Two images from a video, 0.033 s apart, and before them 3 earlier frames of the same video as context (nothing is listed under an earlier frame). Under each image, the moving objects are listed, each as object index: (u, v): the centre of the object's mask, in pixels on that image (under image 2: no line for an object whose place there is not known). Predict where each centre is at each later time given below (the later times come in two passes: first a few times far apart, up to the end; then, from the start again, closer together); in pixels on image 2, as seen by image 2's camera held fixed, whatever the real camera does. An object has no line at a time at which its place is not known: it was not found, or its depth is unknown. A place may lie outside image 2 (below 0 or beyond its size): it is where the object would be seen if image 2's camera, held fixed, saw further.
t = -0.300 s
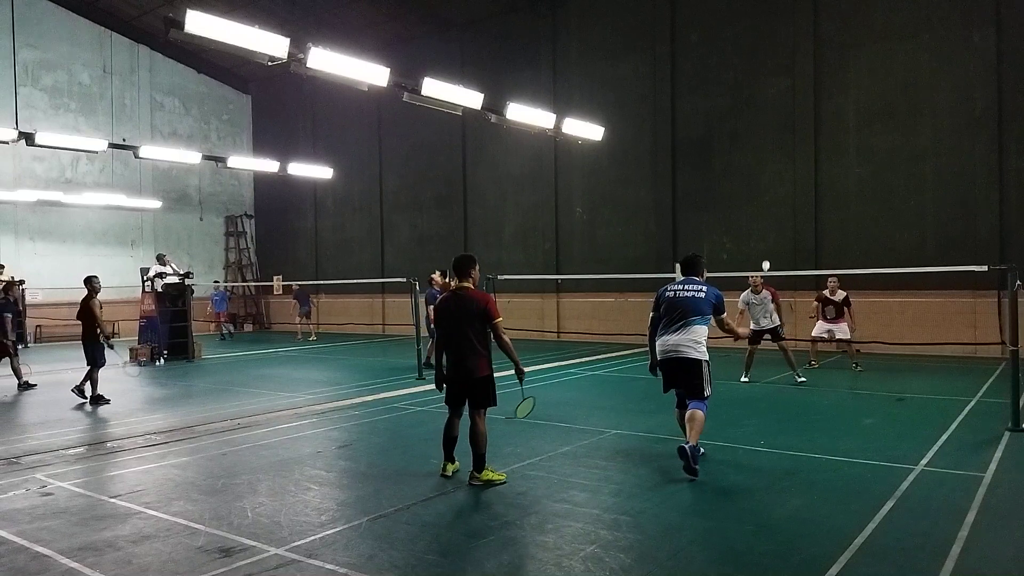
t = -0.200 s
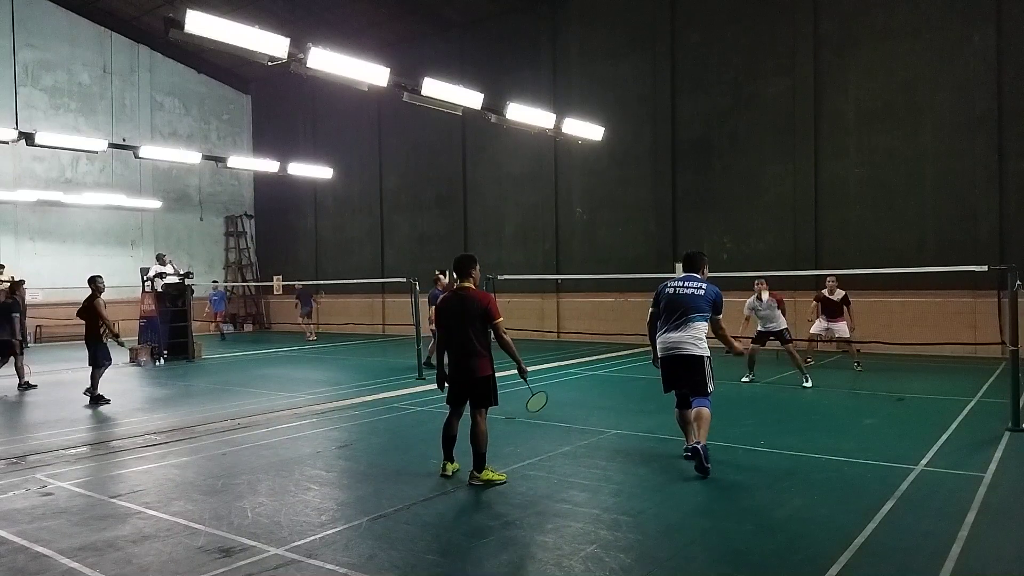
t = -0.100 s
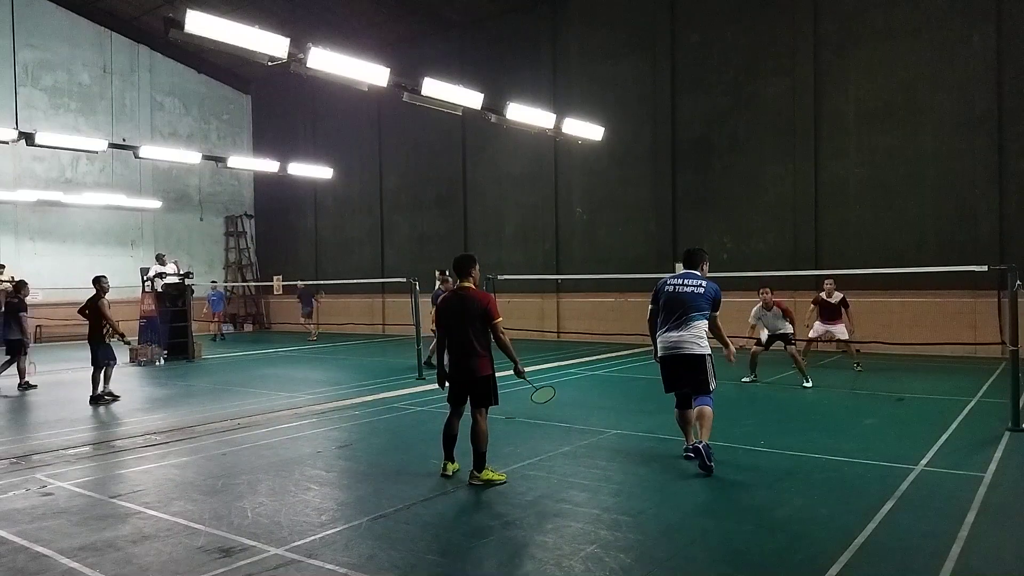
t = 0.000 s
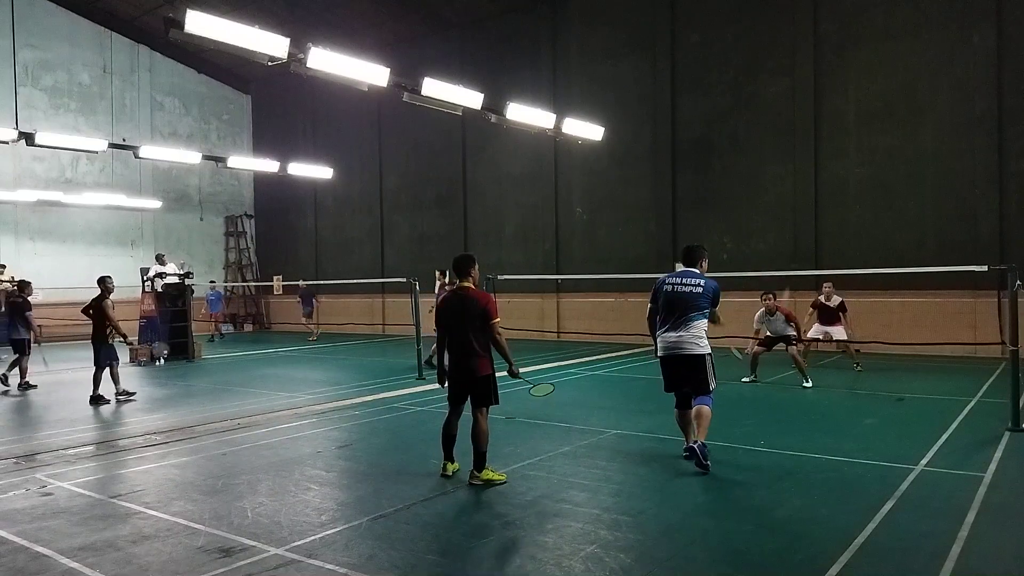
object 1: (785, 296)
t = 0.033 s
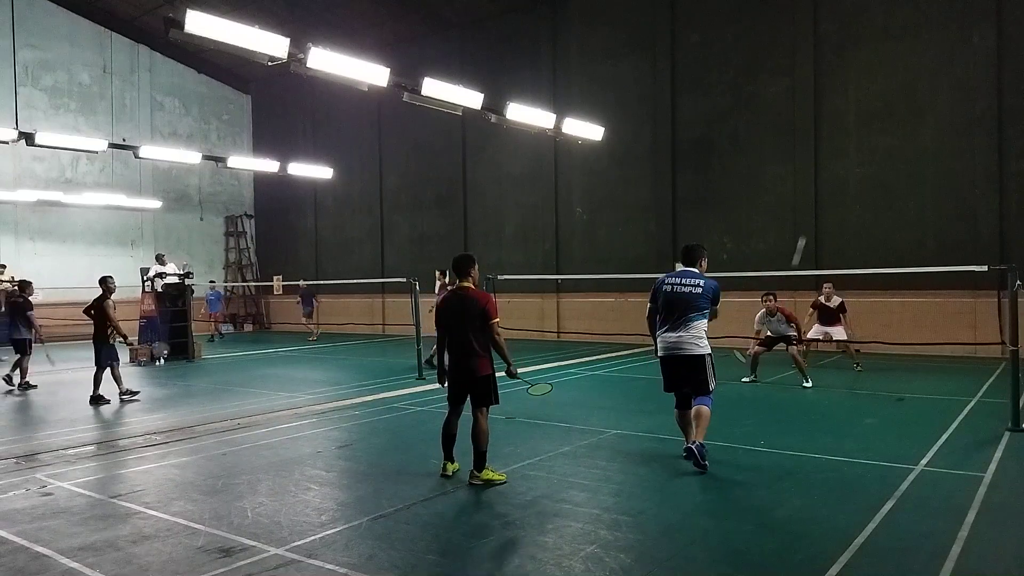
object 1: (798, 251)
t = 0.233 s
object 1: (845, 95)
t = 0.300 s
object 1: (853, 72)
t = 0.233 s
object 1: (845, 95)
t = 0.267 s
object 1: (850, 82)
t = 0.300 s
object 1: (853, 72)
